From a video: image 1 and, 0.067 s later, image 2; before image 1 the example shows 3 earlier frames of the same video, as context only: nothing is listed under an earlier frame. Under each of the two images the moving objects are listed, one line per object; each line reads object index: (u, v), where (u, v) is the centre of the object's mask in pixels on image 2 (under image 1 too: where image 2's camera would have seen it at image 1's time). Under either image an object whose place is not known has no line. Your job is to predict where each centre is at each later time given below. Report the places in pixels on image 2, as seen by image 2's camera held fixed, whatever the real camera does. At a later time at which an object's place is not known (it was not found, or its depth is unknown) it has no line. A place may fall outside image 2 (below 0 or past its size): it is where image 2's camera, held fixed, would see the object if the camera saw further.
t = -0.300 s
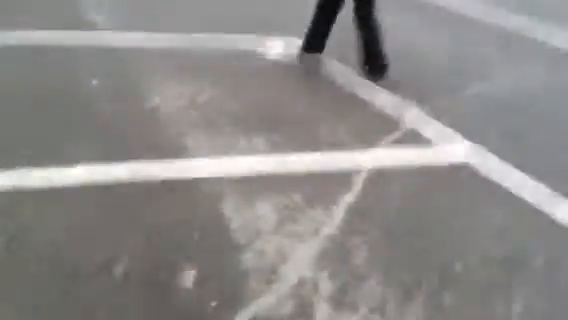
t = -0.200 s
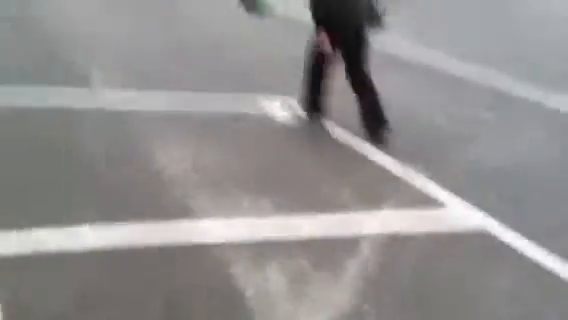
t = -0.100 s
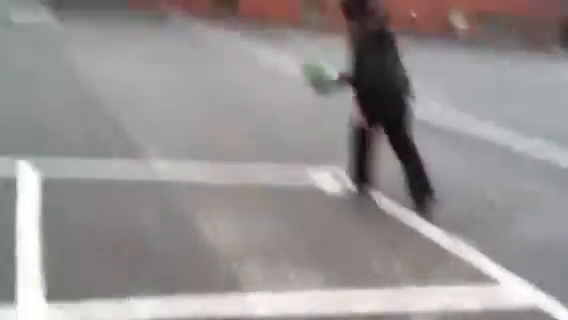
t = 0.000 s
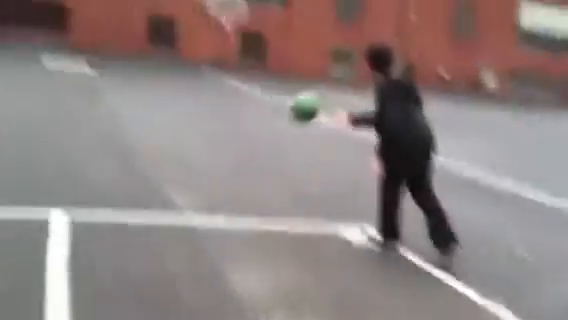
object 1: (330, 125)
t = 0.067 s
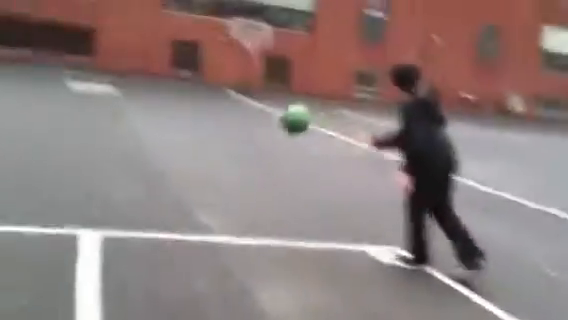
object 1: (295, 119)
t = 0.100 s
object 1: (279, 117)
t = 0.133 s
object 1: (259, 116)
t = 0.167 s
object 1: (244, 115)
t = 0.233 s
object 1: (212, 122)
